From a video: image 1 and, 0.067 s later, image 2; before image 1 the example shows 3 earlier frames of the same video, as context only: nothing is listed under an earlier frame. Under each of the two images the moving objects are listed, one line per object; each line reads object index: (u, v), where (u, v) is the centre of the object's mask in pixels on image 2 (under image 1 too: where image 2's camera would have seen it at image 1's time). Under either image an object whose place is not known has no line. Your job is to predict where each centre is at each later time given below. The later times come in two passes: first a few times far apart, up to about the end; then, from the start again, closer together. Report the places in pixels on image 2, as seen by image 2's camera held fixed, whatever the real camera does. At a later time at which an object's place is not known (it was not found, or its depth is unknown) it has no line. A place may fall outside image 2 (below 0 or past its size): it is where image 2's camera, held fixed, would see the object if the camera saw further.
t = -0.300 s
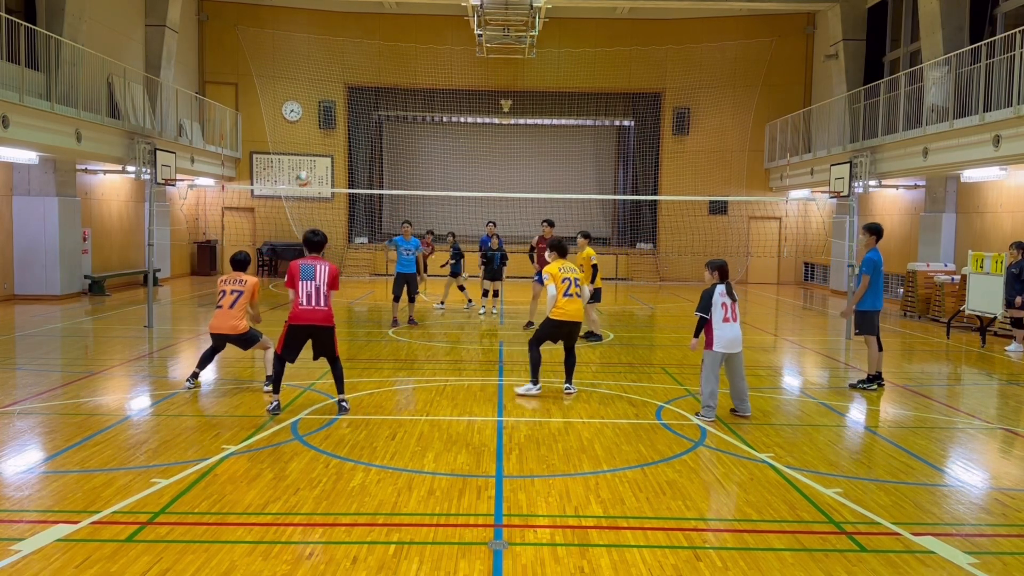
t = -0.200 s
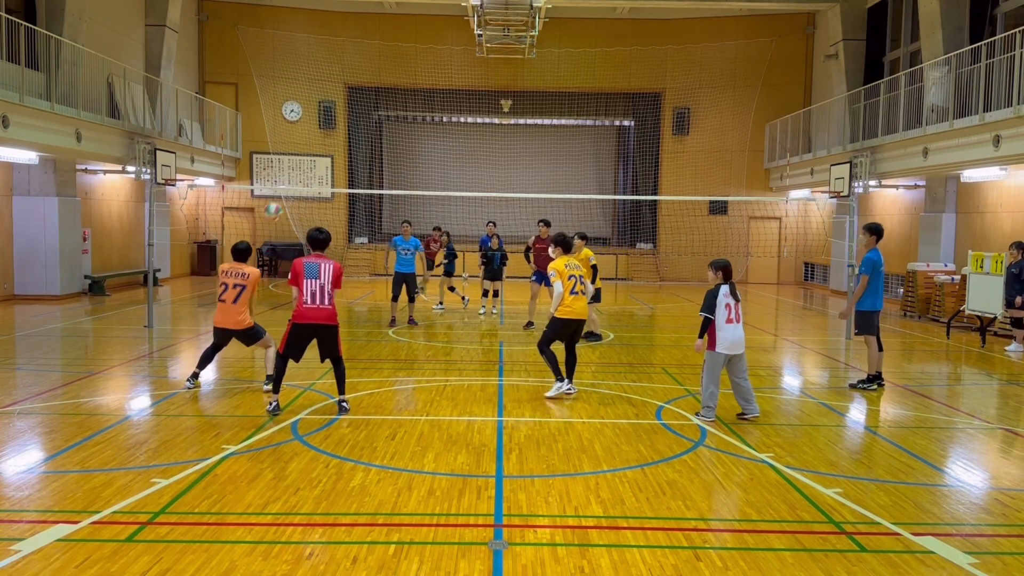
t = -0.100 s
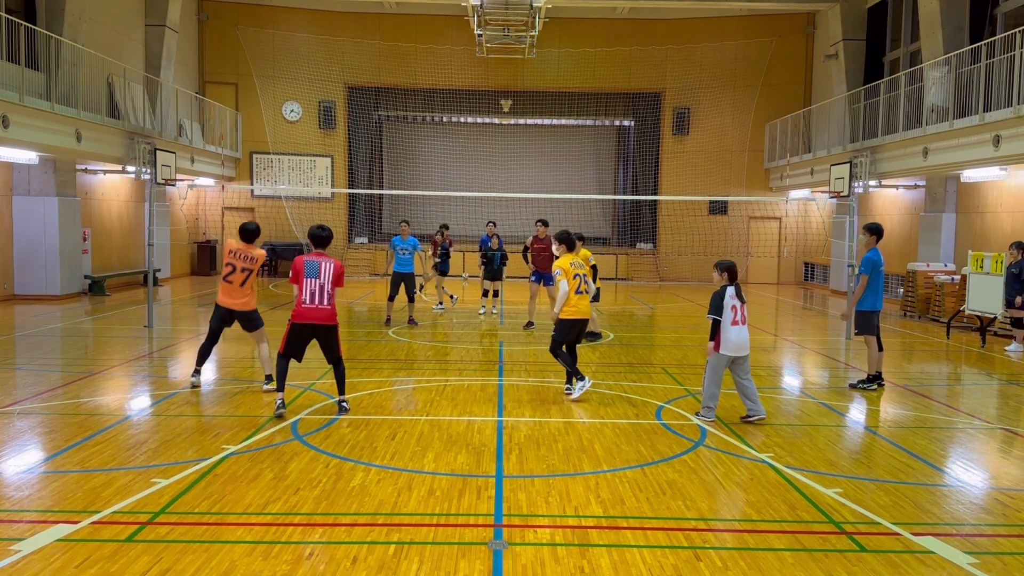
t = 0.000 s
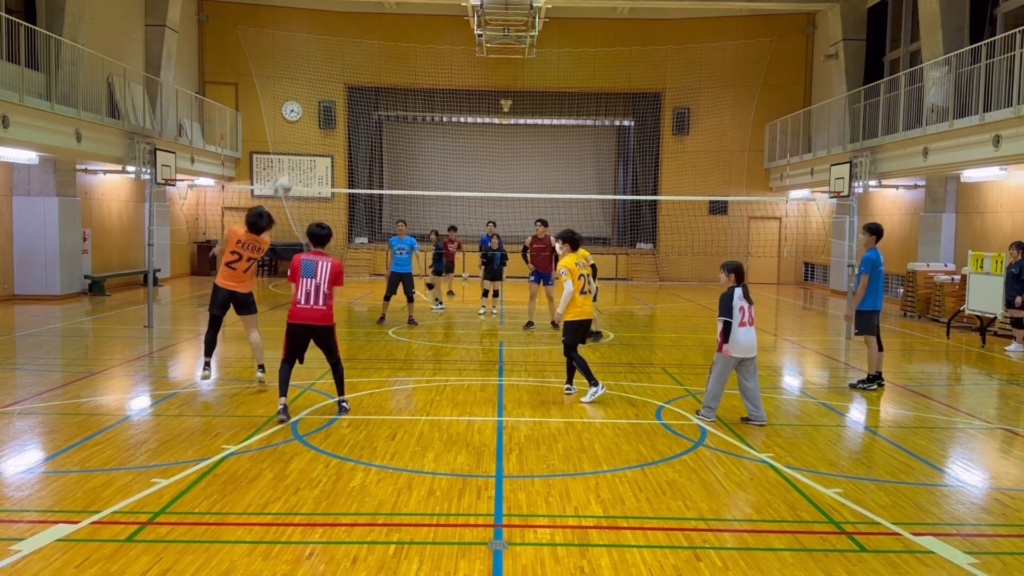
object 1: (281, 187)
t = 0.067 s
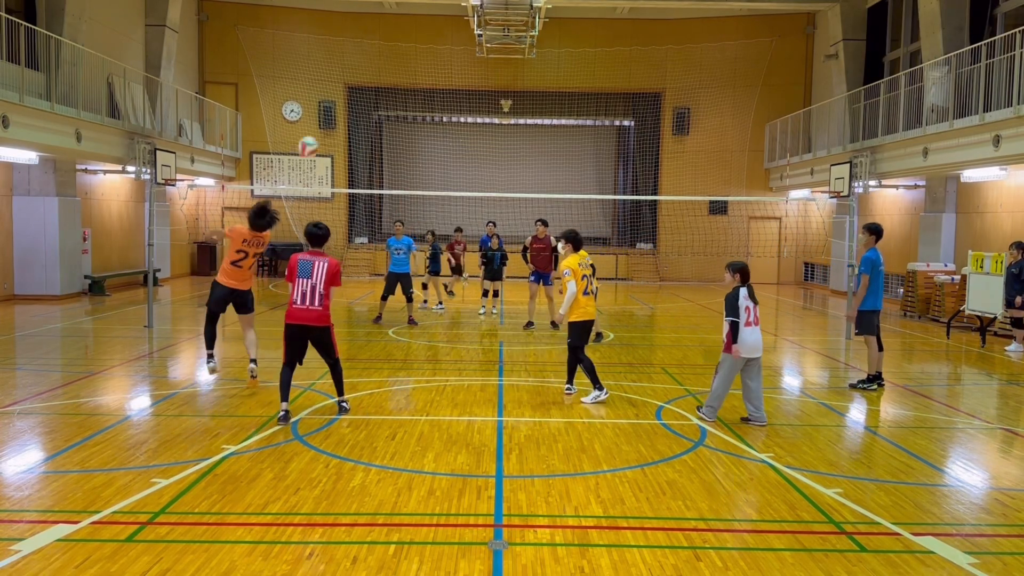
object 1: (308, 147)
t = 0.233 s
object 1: (373, 73)
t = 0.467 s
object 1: (460, 17)
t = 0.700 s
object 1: (546, 14)
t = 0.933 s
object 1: (625, 62)
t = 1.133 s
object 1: (687, 140)
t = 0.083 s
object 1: (314, 138)
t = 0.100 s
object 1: (320, 129)
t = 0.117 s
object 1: (328, 121)
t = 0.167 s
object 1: (347, 99)
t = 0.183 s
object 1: (354, 92)
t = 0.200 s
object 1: (360, 86)
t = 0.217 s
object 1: (366, 79)
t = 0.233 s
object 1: (373, 73)
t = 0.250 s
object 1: (379, 66)
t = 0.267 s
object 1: (385, 61)
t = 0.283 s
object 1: (392, 56)
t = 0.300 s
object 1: (398, 51)
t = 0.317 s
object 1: (404, 47)
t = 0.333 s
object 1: (411, 42)
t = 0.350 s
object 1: (417, 37)
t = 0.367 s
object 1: (423, 34)
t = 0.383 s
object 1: (430, 30)
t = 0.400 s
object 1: (436, 27)
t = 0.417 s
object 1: (442, 24)
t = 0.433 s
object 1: (449, 21)
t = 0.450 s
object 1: (454, 19)
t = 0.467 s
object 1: (460, 17)
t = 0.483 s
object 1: (467, 14)
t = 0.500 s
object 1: (473, 12)
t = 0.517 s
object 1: (480, 11)
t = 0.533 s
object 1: (486, 10)
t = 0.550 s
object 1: (491, 10)
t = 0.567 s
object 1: (497, 9)
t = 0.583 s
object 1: (505, 9)
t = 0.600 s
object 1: (510, 8)
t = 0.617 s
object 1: (516, 9)
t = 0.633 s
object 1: (523, 9)
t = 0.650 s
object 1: (528, 10)
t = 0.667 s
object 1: (534, 11)
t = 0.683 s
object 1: (541, 12)
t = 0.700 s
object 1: (546, 14)
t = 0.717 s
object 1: (551, 16)
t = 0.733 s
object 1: (558, 18)
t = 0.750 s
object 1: (563, 20)
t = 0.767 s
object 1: (569, 23)
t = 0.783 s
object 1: (575, 26)
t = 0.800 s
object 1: (581, 29)
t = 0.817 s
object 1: (586, 32)
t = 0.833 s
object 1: (592, 36)
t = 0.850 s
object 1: (598, 39)
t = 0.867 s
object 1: (603, 43)
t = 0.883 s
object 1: (609, 48)
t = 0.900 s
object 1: (614, 52)
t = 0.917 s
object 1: (620, 57)
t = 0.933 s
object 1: (625, 62)
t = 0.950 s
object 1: (631, 67)
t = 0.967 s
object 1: (636, 73)
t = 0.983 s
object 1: (641, 79)
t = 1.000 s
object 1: (646, 85)
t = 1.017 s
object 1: (652, 91)
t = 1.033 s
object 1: (657, 98)
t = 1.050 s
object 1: (662, 104)
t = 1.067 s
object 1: (667, 110)
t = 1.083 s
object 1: (672, 118)
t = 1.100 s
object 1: (678, 126)
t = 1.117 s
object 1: (682, 133)
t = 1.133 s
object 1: (687, 140)
